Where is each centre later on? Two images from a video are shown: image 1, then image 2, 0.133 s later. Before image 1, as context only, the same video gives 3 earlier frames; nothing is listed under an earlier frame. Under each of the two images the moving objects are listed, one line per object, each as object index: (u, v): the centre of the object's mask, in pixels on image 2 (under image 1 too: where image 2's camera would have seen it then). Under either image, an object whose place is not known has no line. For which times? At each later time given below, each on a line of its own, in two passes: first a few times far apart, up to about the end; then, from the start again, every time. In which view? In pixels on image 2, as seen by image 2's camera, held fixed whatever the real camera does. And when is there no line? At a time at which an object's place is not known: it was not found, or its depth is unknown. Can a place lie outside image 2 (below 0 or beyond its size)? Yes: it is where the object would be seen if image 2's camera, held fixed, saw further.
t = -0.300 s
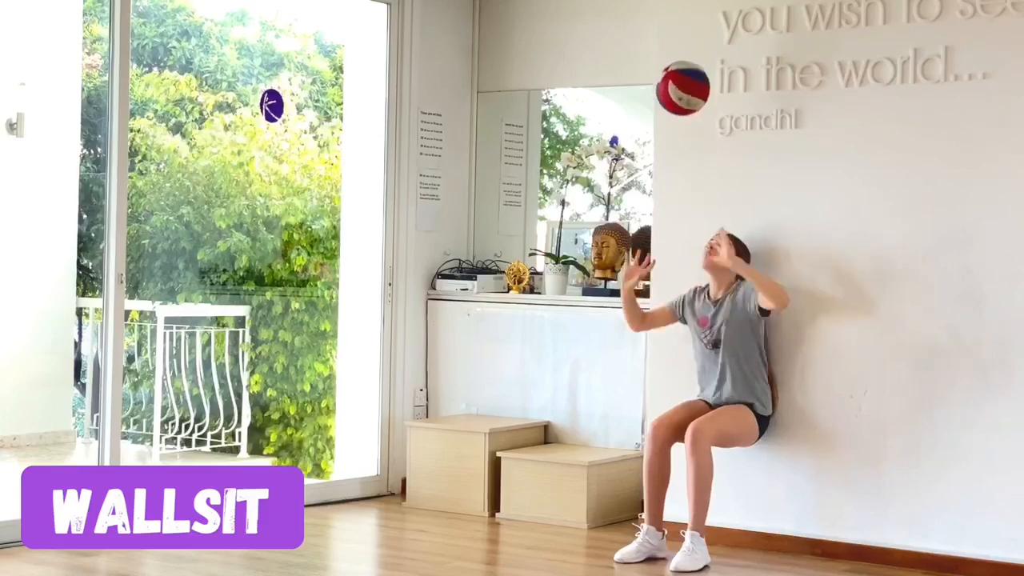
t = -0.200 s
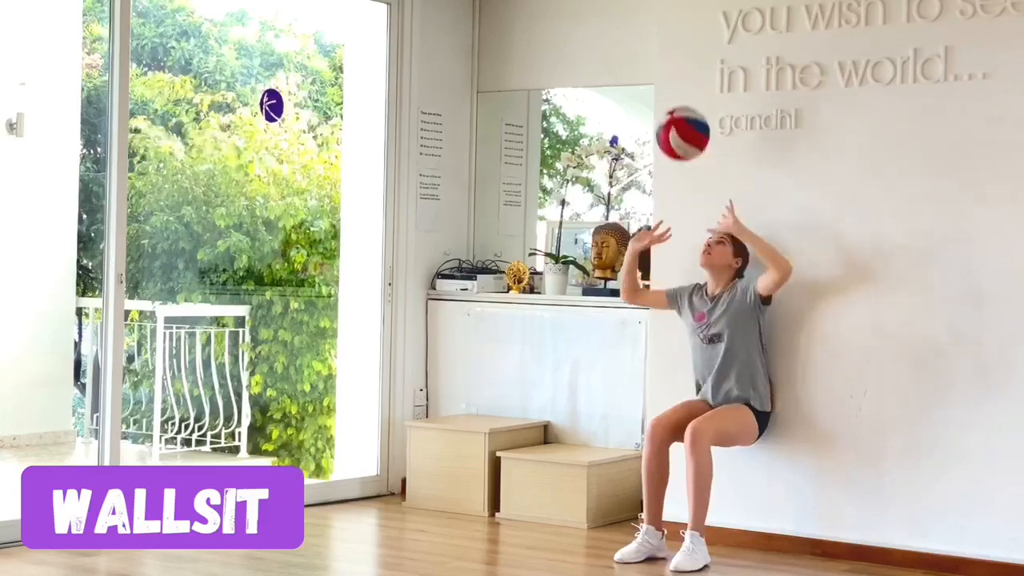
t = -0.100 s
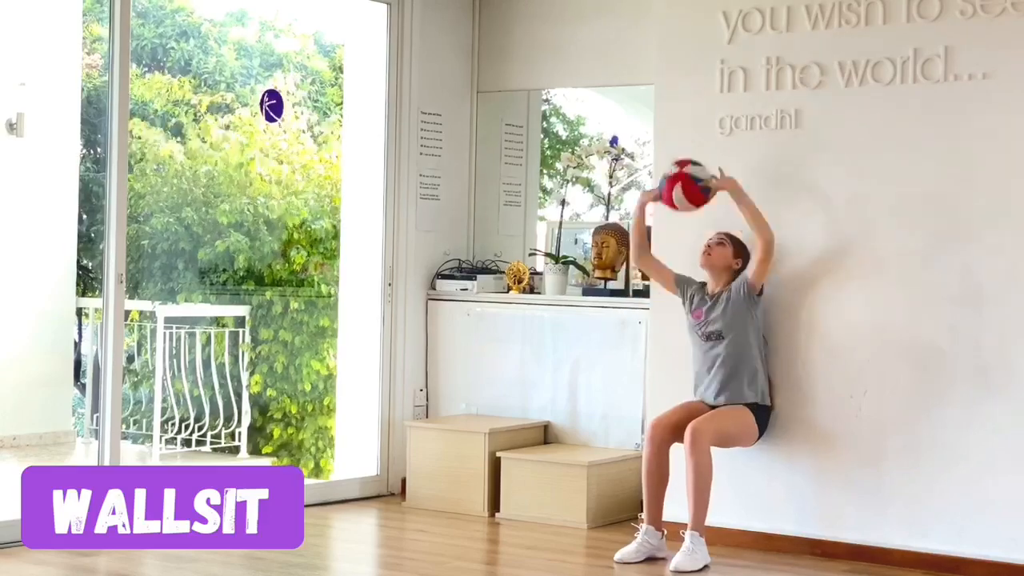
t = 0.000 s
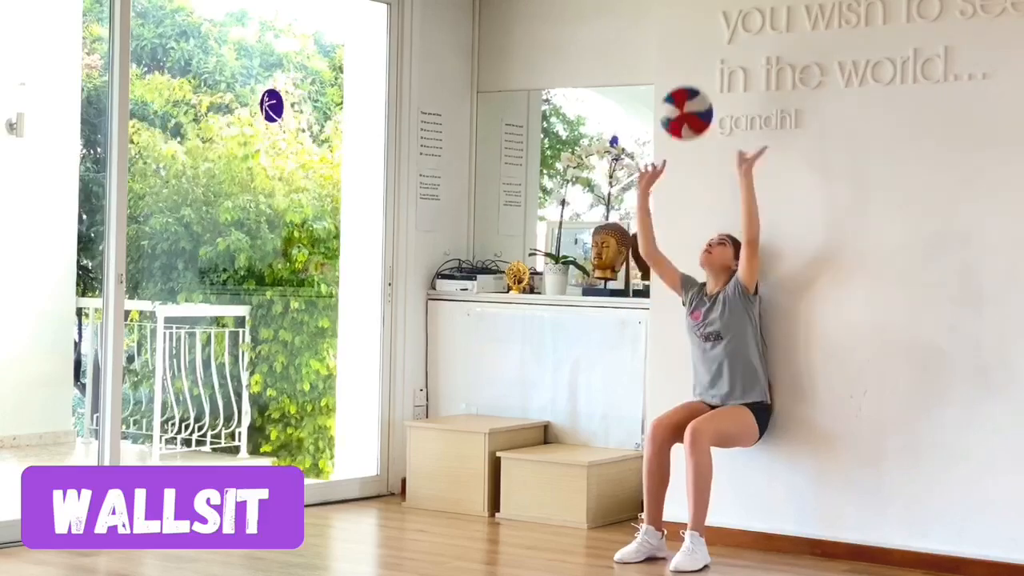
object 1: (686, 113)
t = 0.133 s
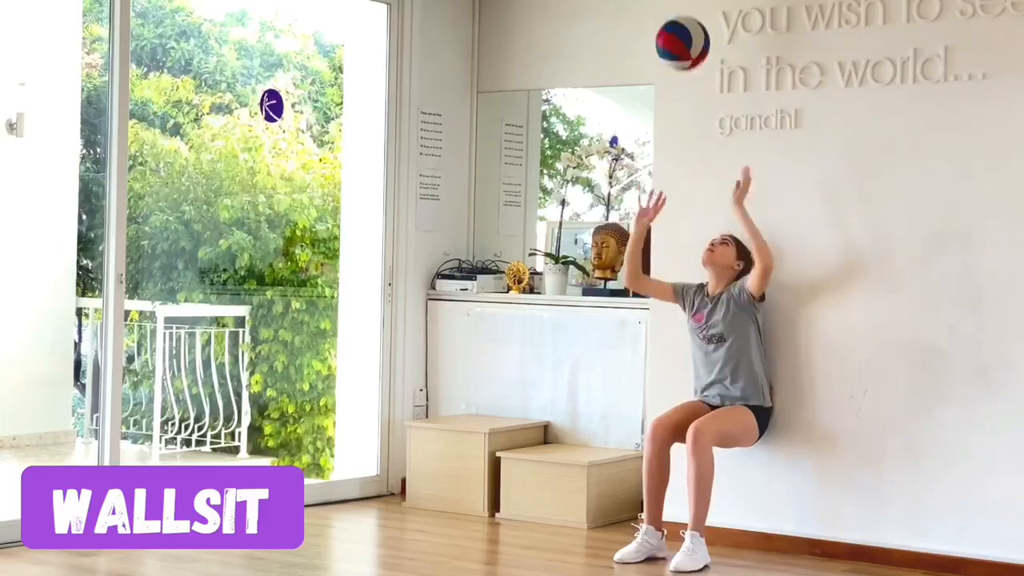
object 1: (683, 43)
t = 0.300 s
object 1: (677, 20)
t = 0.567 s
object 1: (667, 114)
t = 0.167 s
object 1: (682, 32)
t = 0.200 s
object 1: (680, 24)
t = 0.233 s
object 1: (679, 21)
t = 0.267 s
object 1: (678, 20)
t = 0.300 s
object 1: (677, 20)
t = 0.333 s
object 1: (676, 21)
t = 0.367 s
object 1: (675, 25)
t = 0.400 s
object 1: (673, 32)
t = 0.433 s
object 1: (672, 43)
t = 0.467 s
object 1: (671, 57)
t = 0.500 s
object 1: (669, 73)
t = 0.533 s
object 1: (668, 92)
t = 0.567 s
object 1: (667, 114)
